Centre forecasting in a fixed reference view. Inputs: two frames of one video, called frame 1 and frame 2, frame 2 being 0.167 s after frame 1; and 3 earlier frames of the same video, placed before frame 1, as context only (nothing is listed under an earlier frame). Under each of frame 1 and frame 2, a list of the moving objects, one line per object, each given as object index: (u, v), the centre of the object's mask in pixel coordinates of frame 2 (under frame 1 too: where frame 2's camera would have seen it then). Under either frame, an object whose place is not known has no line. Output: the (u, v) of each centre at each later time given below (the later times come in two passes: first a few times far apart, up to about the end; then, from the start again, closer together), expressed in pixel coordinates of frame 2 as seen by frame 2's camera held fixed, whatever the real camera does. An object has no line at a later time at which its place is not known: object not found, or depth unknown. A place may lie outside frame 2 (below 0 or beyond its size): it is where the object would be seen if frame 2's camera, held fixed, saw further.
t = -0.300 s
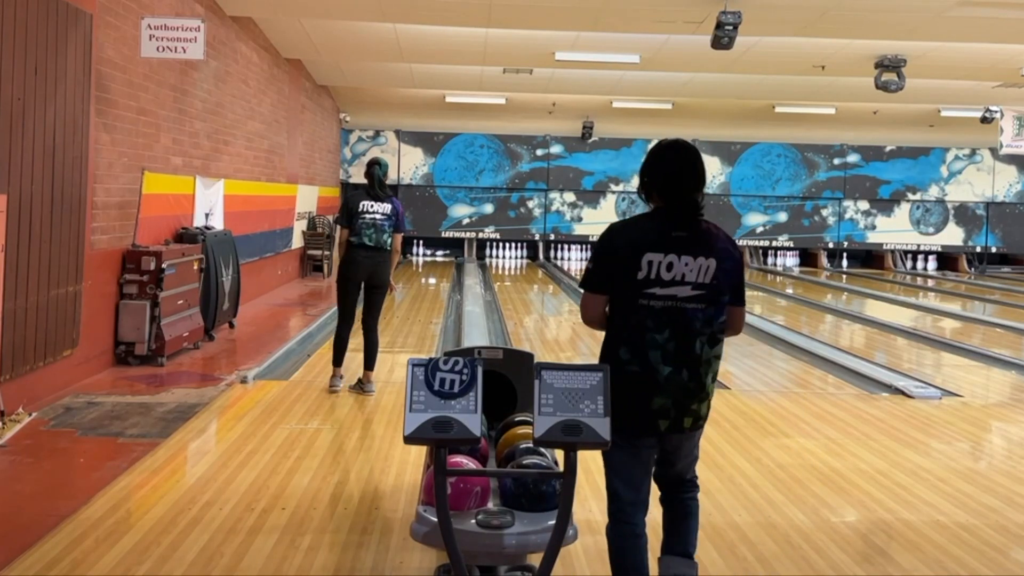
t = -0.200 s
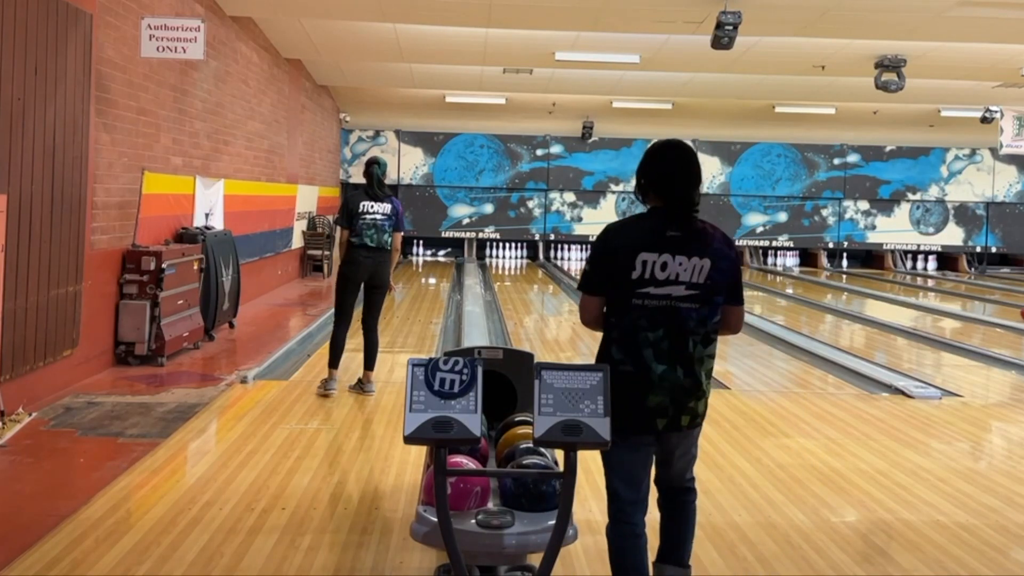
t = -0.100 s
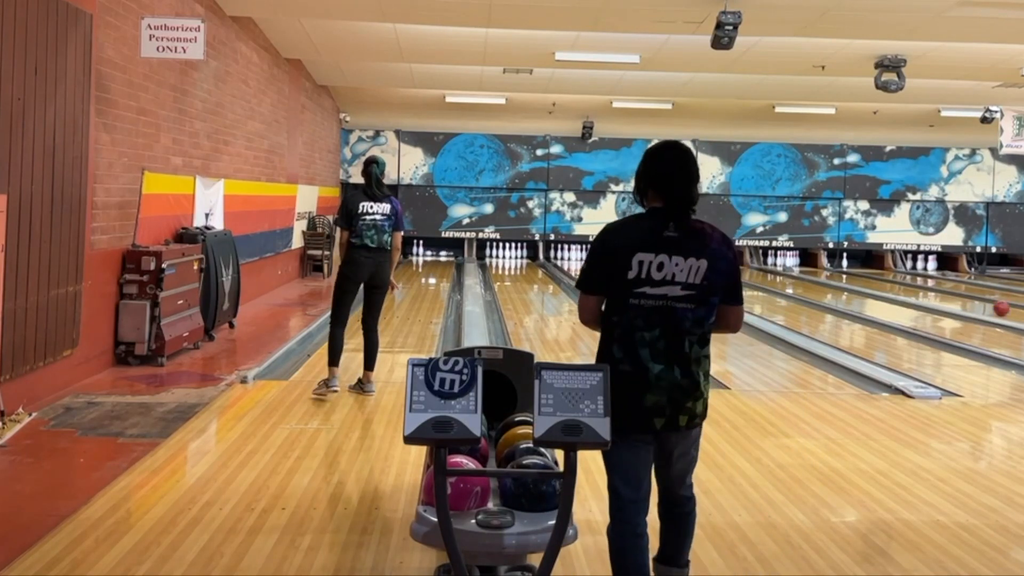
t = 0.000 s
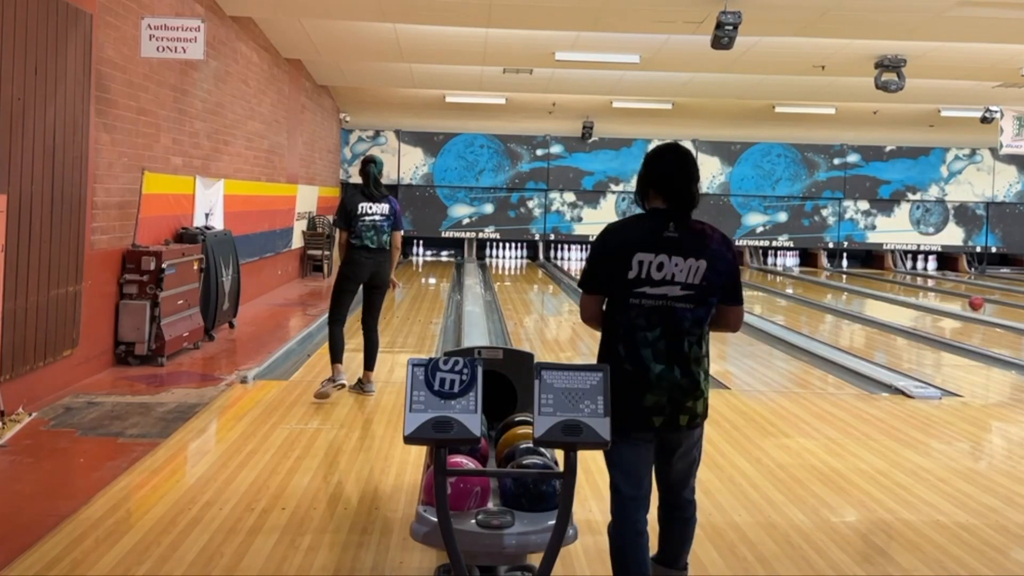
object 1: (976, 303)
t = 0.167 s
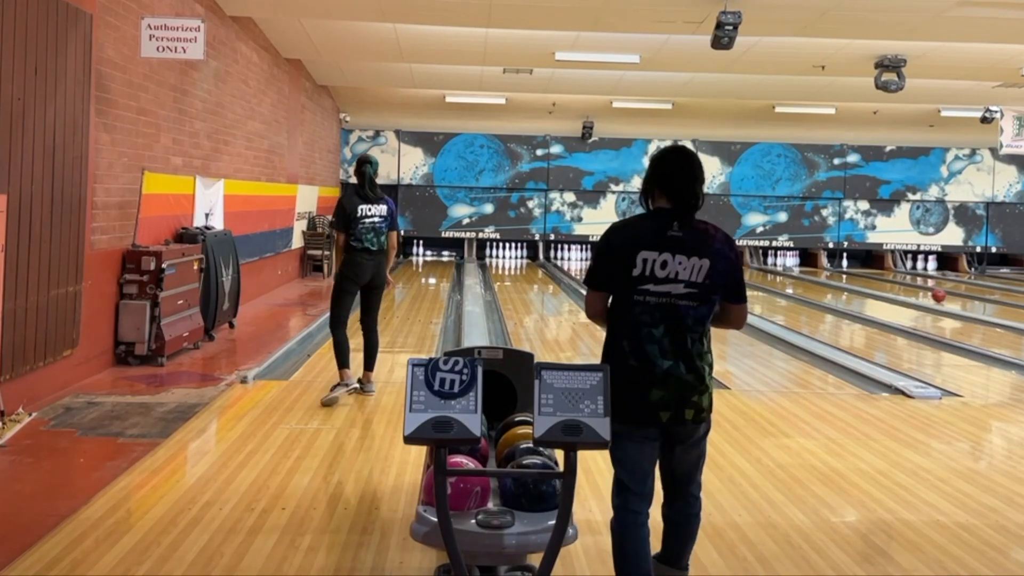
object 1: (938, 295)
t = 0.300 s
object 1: (913, 290)
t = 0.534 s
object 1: (873, 282)
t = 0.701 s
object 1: (850, 278)
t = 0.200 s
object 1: (932, 293)
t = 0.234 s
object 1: (925, 292)
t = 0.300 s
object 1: (913, 290)
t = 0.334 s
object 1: (906, 289)
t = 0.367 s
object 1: (901, 287)
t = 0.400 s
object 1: (895, 286)
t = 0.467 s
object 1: (884, 285)
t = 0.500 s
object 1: (878, 283)
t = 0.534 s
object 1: (873, 282)
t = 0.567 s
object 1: (868, 281)
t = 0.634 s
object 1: (859, 279)
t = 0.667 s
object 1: (854, 278)
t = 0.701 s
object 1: (850, 278)
